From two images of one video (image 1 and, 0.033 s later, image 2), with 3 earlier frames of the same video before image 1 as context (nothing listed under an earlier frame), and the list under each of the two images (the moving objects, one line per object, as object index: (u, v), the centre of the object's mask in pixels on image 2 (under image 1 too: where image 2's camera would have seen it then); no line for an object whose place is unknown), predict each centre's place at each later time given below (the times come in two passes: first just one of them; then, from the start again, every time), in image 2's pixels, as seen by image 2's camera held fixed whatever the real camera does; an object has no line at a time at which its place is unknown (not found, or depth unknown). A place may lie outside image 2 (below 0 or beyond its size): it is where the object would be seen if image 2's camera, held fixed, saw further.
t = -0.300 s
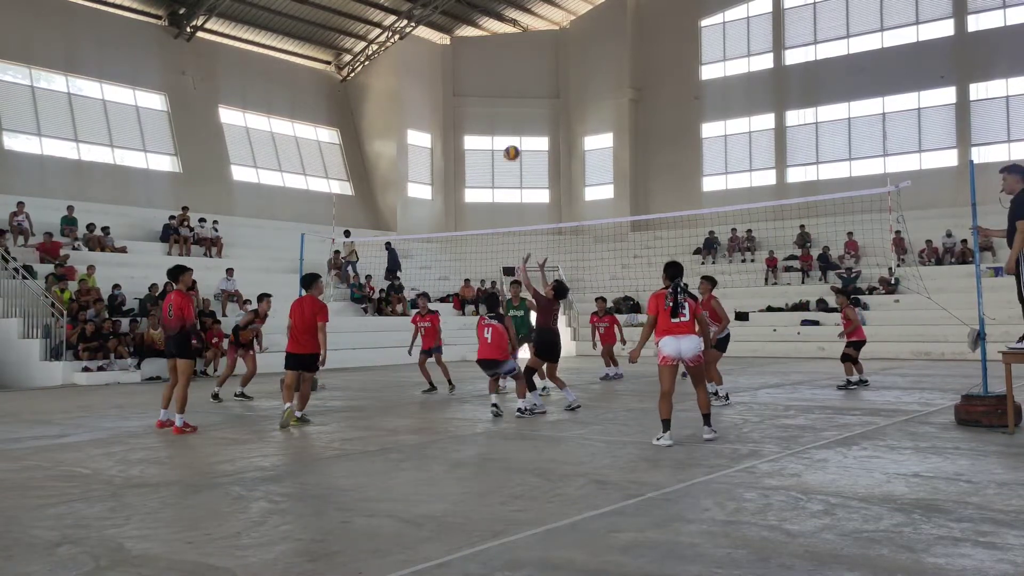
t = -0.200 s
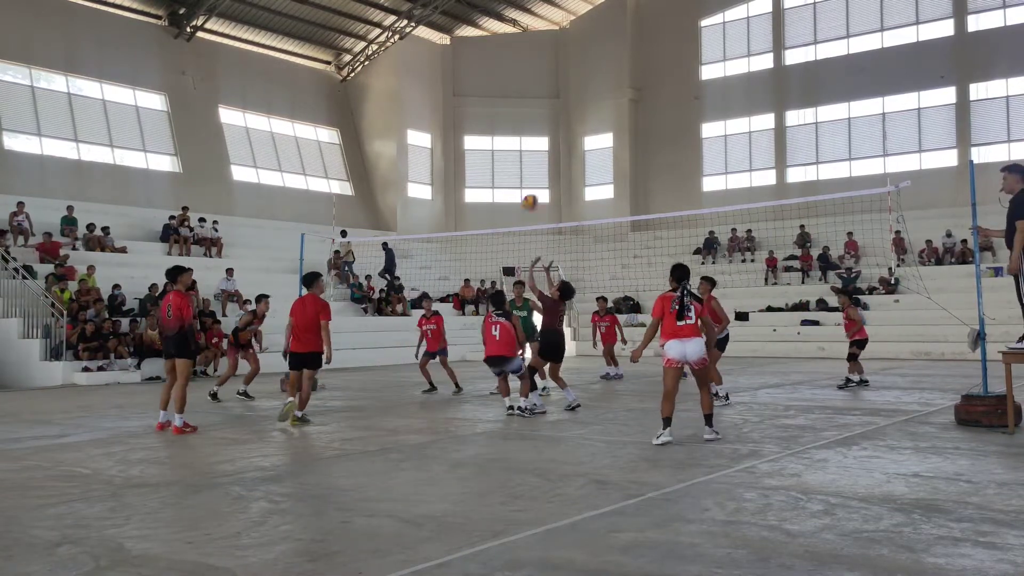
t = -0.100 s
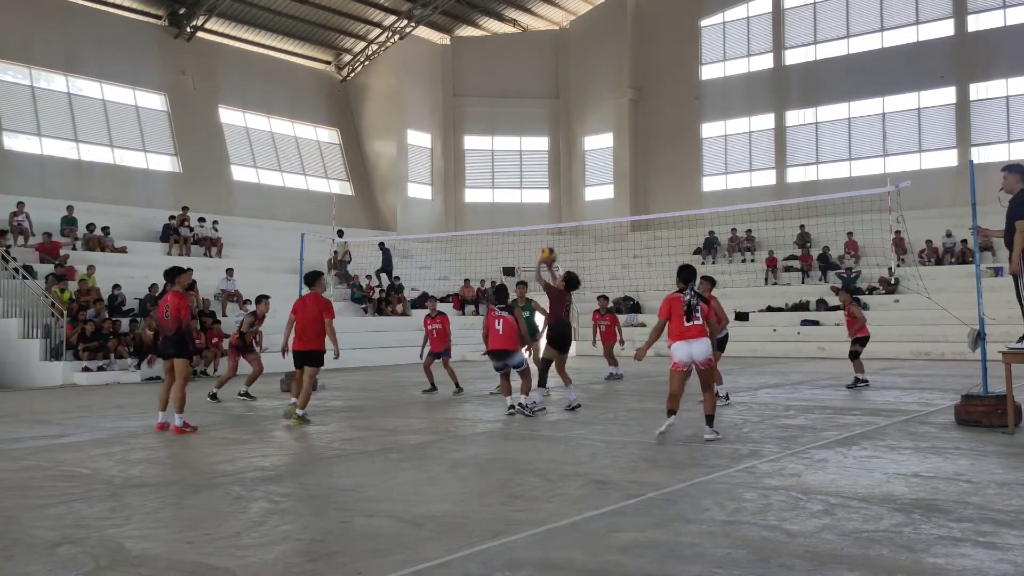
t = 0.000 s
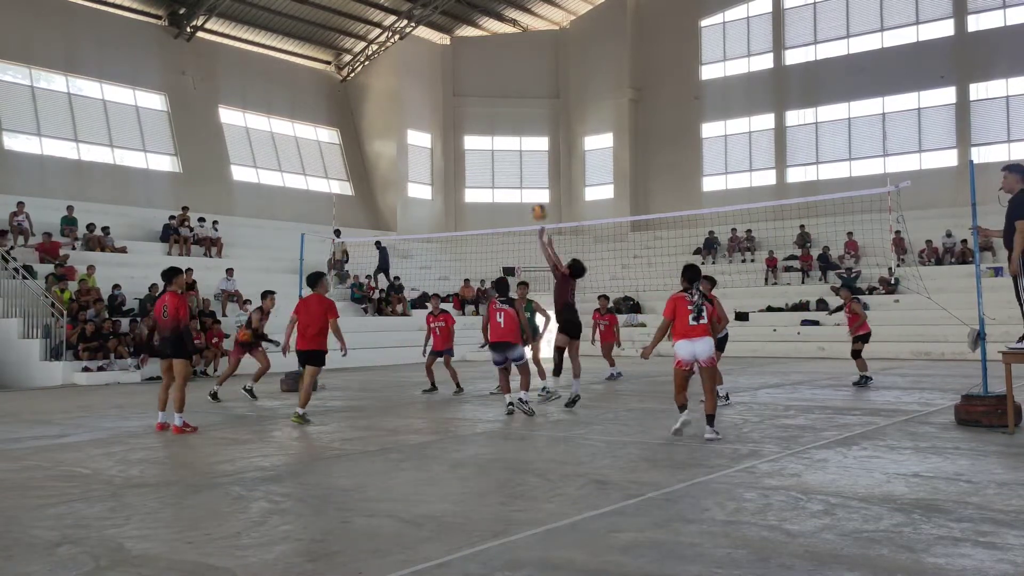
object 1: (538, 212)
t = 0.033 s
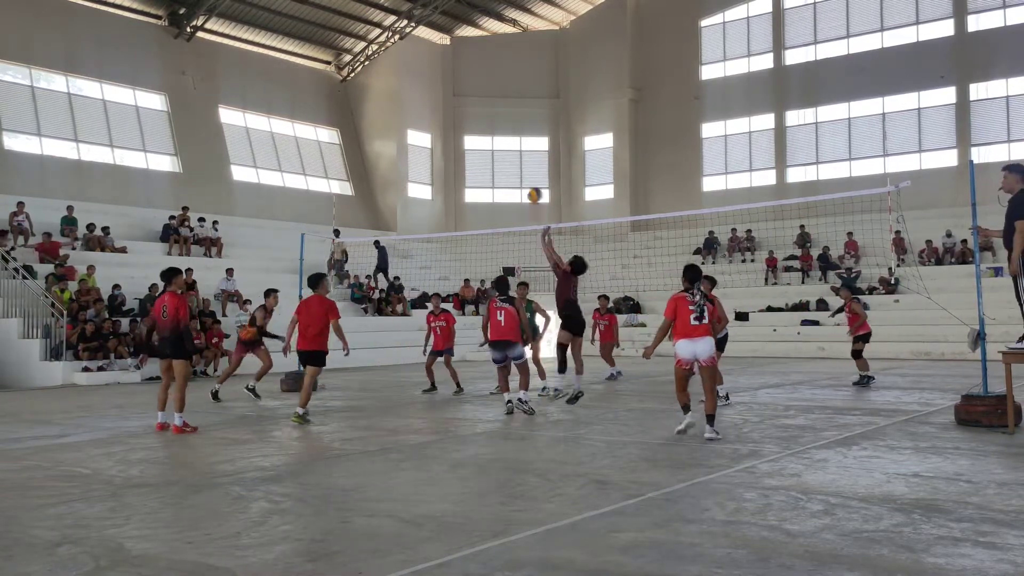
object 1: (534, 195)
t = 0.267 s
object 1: (505, 110)
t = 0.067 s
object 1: (529, 180)
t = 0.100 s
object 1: (526, 166)
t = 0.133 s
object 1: (522, 153)
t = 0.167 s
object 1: (517, 140)
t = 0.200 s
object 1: (513, 130)
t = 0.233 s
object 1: (510, 119)
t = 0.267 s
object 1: (505, 110)
